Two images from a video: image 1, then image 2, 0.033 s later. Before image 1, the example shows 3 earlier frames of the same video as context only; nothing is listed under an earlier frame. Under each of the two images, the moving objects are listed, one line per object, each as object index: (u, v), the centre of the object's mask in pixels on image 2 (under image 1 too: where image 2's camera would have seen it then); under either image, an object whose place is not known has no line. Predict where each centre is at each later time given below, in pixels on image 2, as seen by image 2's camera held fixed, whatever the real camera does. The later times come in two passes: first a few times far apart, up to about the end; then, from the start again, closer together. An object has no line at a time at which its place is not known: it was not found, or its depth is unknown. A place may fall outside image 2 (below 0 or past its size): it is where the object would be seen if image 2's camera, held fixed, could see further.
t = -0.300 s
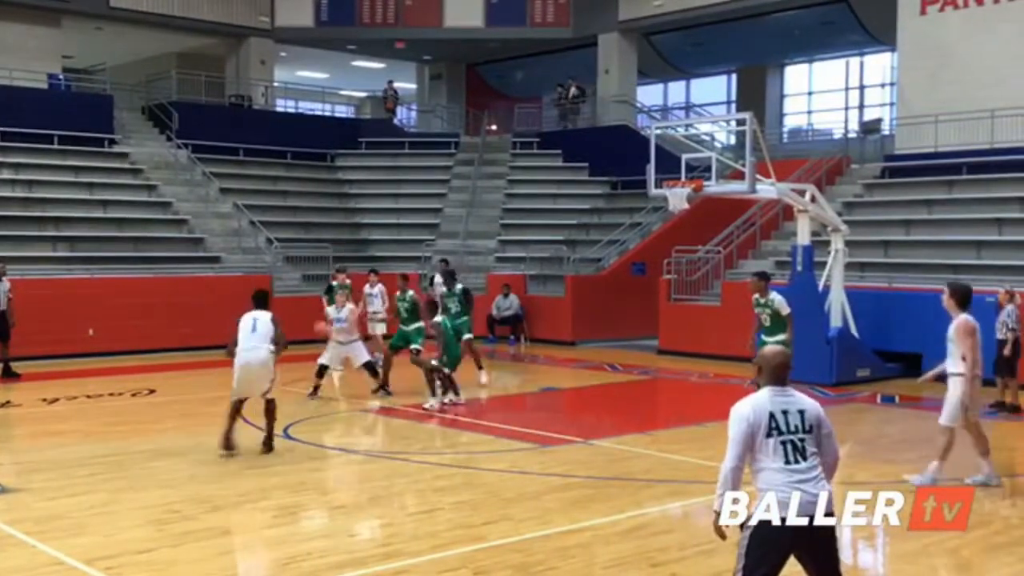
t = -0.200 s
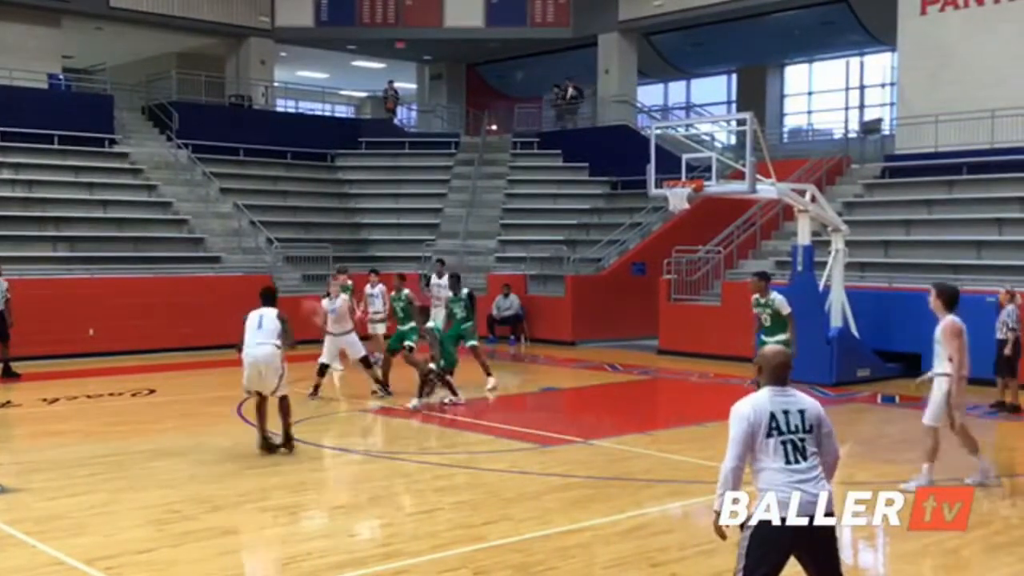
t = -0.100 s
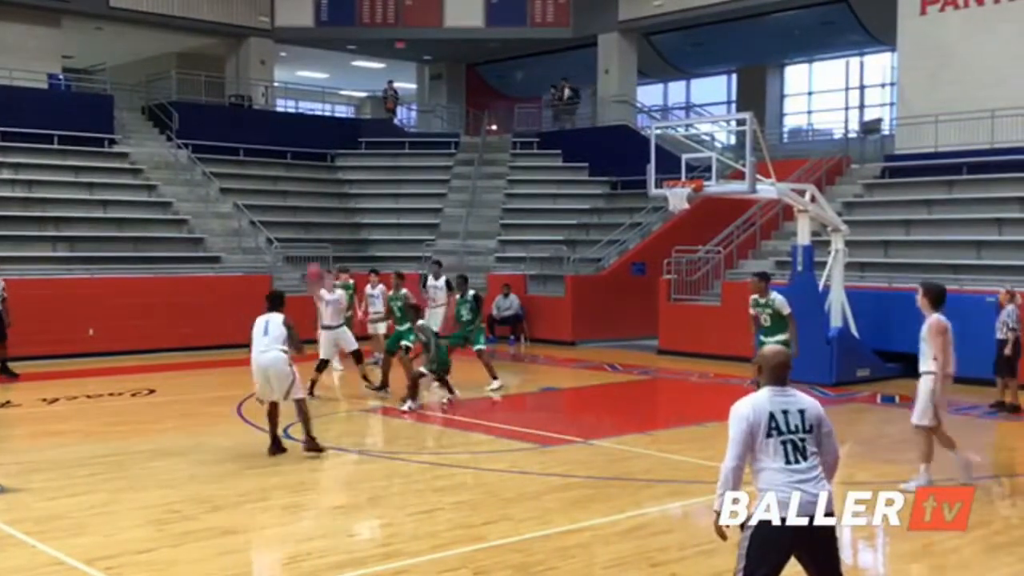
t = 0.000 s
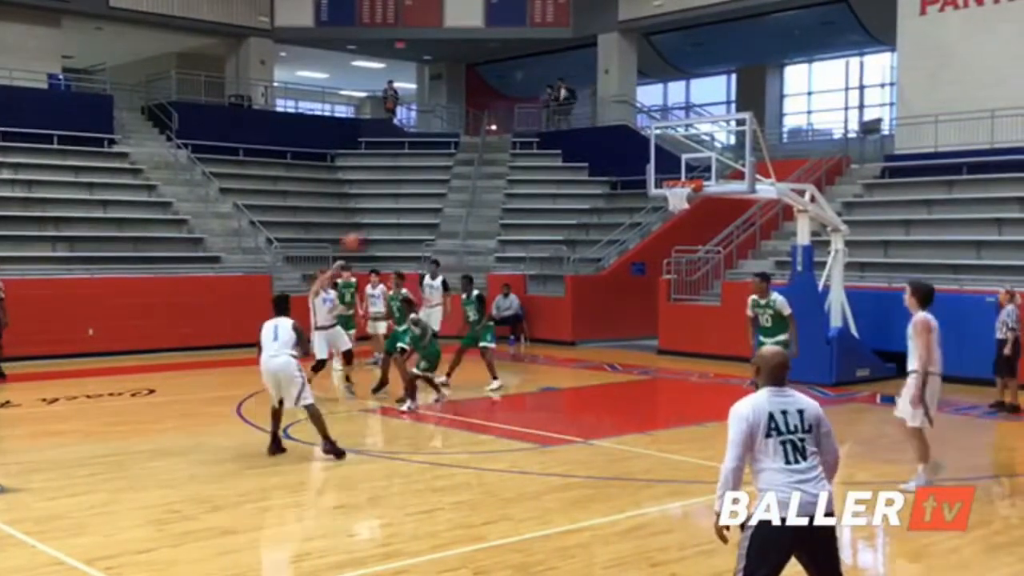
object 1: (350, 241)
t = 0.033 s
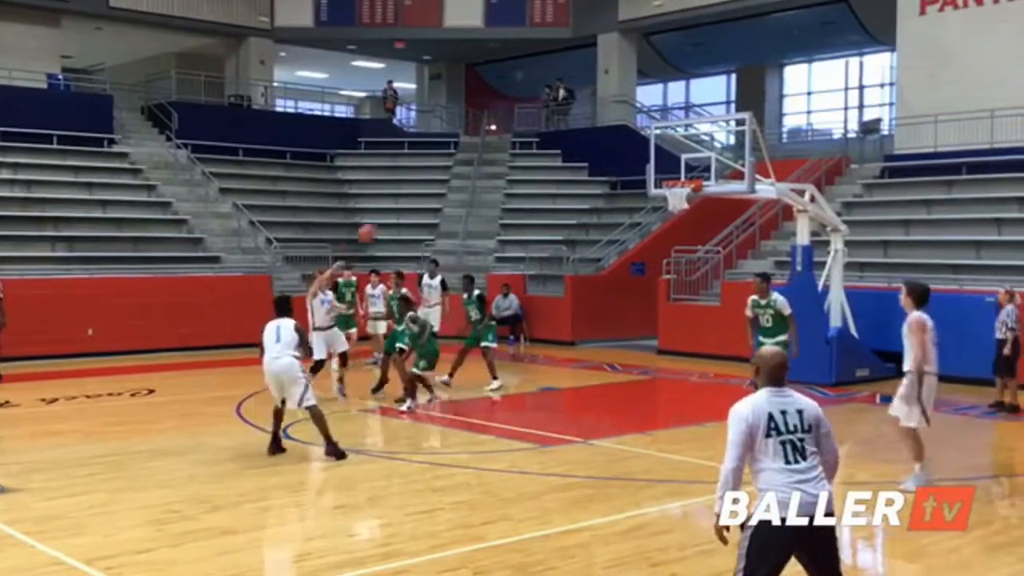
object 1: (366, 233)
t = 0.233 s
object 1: (461, 194)
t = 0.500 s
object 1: (615, 188)
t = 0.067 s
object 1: (378, 226)
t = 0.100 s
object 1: (396, 218)
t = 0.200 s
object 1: (444, 198)
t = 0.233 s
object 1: (461, 194)
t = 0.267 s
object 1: (477, 191)
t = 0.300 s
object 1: (496, 186)
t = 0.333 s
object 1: (512, 185)
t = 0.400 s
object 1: (552, 183)
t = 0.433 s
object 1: (572, 184)
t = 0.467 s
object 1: (592, 184)
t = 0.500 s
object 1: (615, 188)
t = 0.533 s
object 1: (634, 190)
